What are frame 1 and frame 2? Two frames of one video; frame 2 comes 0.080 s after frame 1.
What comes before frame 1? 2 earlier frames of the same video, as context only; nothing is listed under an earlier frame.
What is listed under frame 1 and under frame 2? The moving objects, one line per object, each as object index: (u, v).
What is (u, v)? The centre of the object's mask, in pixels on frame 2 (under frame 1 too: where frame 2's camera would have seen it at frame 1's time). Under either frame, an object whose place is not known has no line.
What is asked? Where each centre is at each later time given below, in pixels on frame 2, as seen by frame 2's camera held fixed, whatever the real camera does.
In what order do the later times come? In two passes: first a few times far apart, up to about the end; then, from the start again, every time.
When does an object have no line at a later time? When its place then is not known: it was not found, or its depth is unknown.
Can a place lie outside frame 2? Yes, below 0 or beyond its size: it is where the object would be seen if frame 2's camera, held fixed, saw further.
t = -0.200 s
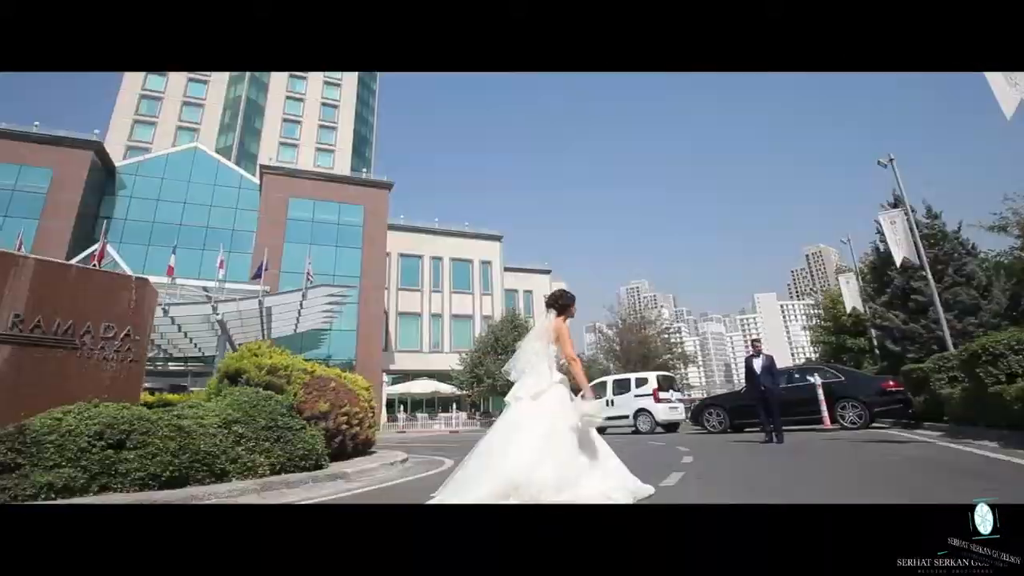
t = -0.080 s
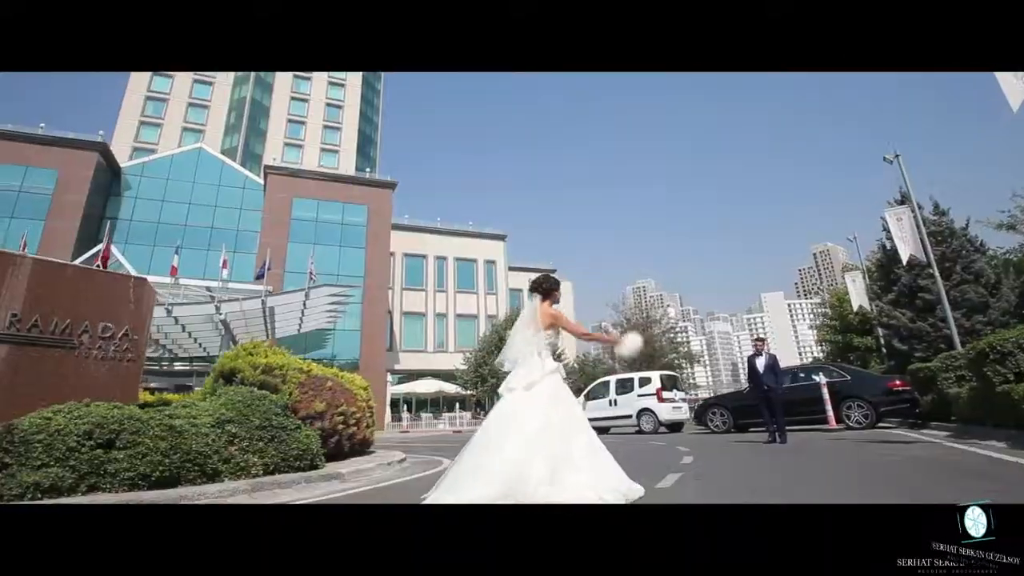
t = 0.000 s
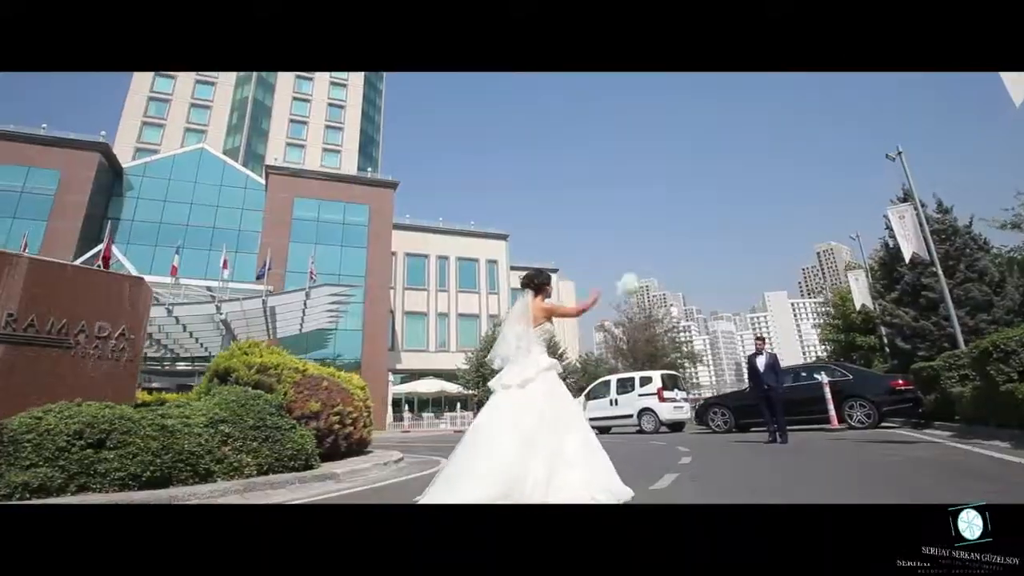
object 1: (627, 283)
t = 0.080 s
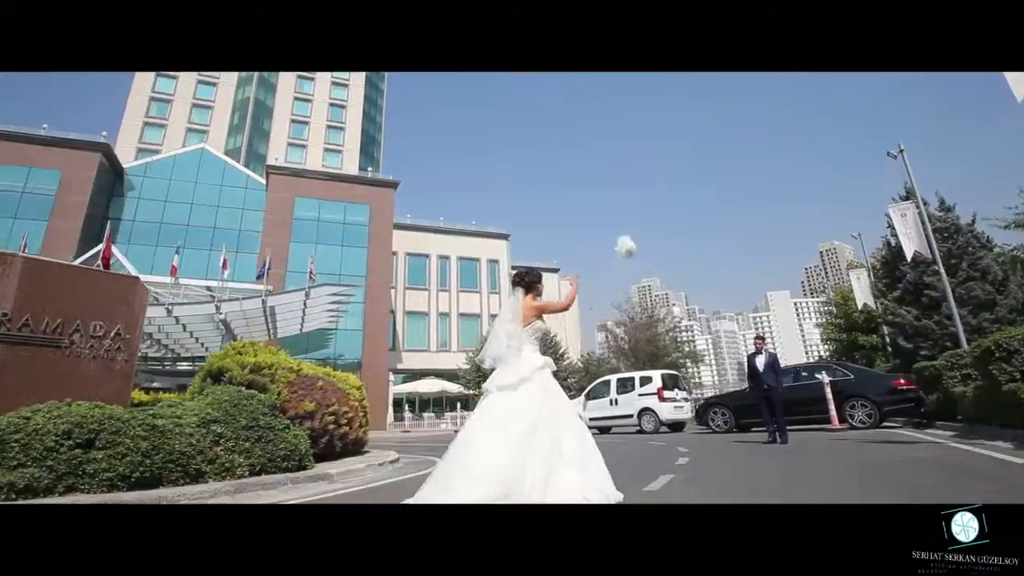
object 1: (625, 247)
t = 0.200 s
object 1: (623, 214)
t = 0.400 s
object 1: (622, 198)
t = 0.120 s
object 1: (624, 233)
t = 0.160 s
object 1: (623, 222)
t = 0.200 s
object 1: (623, 214)
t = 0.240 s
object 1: (622, 208)
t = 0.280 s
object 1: (622, 204)
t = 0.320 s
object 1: (621, 200)
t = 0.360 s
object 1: (622, 198)
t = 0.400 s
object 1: (622, 198)
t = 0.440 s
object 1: (622, 198)
